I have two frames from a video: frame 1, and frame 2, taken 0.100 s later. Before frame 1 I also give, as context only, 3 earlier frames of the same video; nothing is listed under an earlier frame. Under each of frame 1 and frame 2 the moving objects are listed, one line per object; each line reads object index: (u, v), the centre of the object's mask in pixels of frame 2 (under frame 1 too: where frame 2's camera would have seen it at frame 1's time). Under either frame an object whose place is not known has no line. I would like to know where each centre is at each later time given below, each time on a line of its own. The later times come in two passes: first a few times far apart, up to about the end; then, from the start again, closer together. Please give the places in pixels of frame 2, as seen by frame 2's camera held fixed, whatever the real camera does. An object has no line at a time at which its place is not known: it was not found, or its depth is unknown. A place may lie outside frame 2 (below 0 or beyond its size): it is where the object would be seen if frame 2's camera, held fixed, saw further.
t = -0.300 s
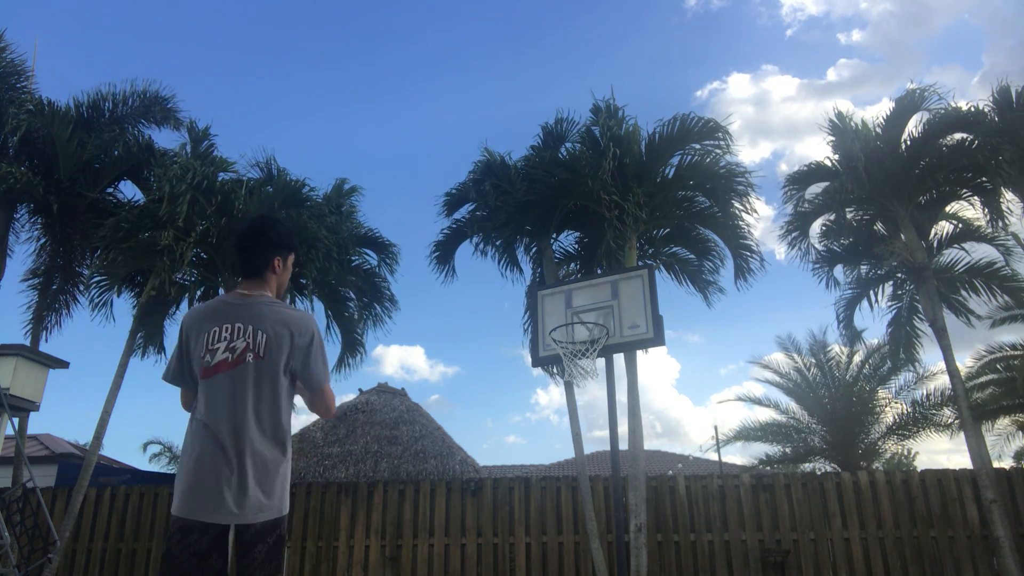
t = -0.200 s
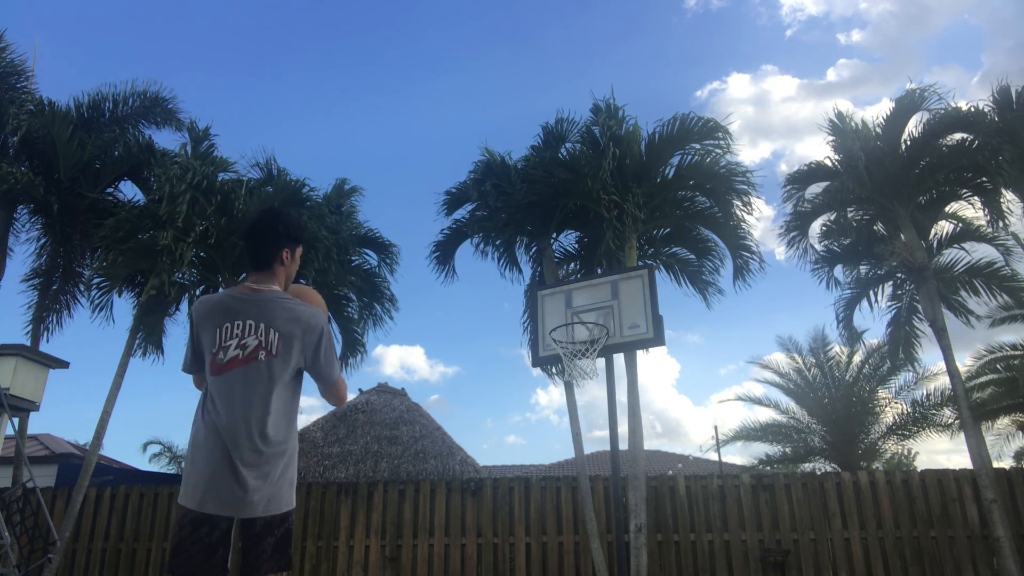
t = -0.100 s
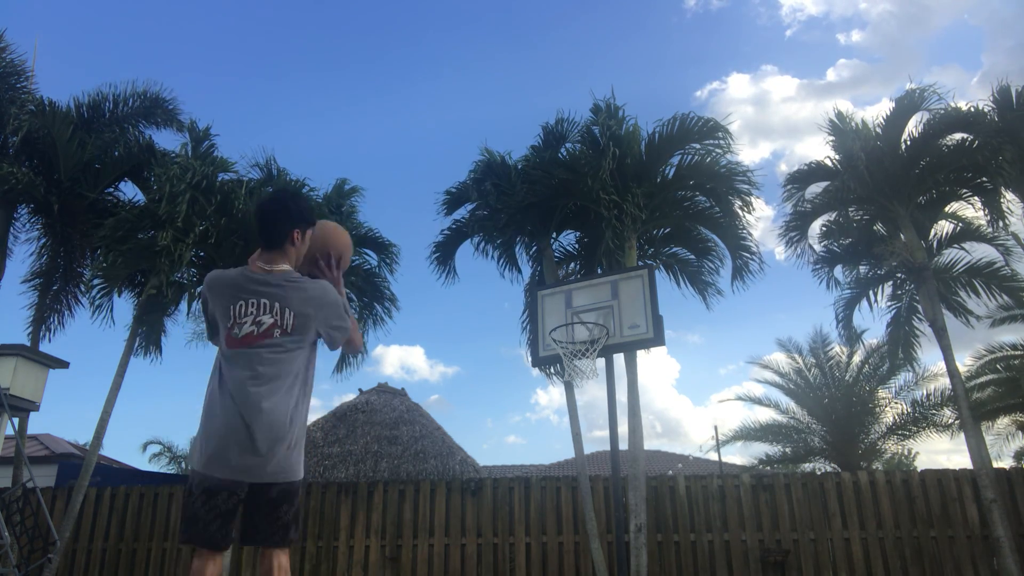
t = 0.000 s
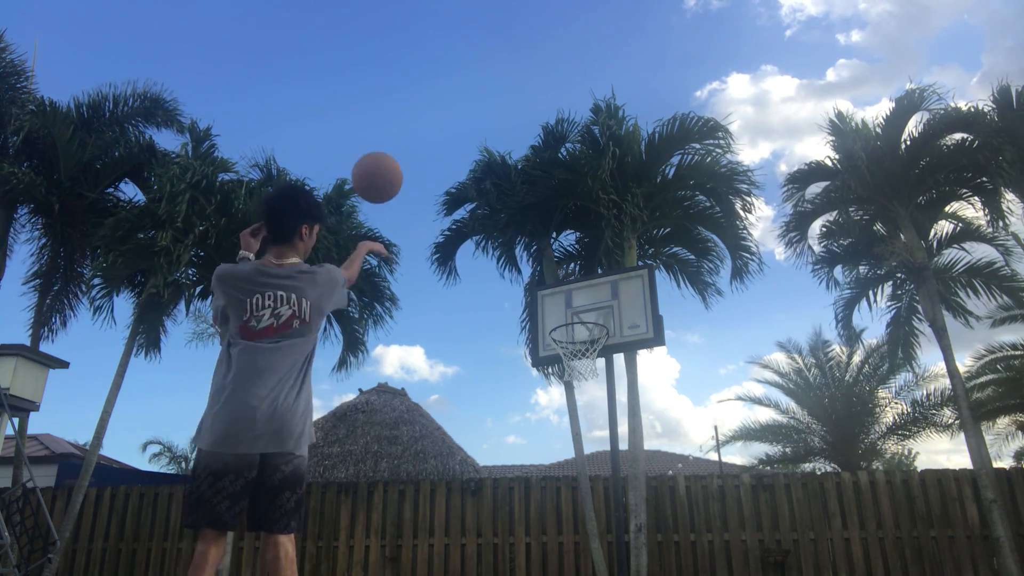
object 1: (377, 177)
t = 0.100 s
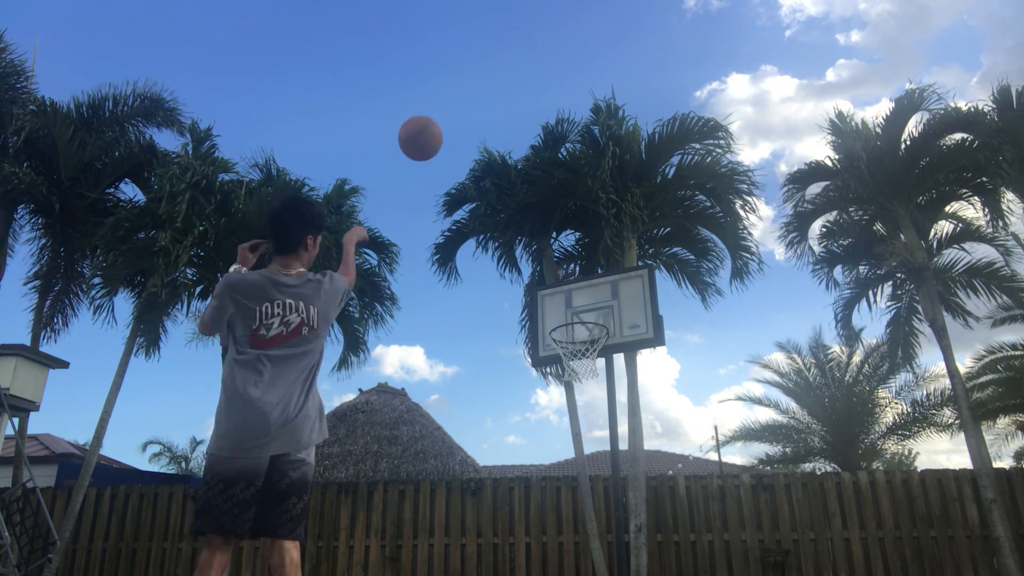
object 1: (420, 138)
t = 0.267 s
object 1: (471, 119)
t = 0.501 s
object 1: (520, 153)
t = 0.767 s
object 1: (566, 243)
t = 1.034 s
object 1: (572, 329)
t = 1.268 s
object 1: (577, 403)
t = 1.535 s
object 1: (595, 561)
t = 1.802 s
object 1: (603, 540)
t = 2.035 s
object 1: (605, 452)
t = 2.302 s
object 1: (612, 444)
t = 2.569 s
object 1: (626, 533)
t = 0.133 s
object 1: (432, 130)
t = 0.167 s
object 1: (443, 125)
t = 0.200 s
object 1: (453, 121)
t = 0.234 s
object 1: (462, 120)
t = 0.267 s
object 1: (471, 119)
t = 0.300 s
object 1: (479, 120)
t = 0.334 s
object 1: (486, 123)
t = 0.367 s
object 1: (494, 127)
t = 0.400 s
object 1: (501, 132)
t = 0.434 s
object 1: (508, 138)
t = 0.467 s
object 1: (514, 145)
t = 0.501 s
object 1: (520, 153)
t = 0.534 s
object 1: (527, 161)
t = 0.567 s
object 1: (533, 171)
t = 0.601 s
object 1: (538, 181)
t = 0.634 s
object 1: (544, 192)
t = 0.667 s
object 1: (550, 204)
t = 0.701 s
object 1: (555, 216)
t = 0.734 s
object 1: (560, 229)
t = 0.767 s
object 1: (566, 243)
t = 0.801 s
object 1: (571, 259)
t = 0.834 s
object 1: (576, 274)
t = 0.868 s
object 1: (581, 290)
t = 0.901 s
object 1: (580, 296)
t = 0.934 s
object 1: (577, 302)
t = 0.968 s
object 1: (575, 310)
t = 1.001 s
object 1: (573, 320)
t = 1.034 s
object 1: (572, 329)
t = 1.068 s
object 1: (569, 341)
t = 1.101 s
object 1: (570, 353)
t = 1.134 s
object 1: (572, 366)
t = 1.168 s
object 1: (572, 369)
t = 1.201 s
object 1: (574, 379)
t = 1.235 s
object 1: (575, 390)
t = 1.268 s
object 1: (577, 403)
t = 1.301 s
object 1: (579, 417)
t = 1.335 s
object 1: (581, 432)
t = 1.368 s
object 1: (583, 449)
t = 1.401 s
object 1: (586, 468)
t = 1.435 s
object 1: (588, 488)
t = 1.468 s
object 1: (590, 511)
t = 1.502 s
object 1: (593, 535)
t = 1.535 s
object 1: (595, 561)
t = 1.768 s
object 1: (603, 560)
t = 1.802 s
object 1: (603, 540)
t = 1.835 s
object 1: (603, 522)
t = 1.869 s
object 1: (603, 506)
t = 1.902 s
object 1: (604, 492)
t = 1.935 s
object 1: (604, 479)
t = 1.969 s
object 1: (604, 469)
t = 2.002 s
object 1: (604, 460)
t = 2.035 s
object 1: (605, 452)
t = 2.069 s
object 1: (605, 446)
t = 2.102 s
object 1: (606, 442)
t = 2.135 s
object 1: (607, 438)
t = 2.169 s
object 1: (608, 437)
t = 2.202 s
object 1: (609, 437)
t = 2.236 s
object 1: (610, 437)
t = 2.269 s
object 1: (611, 441)
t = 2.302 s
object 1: (612, 444)
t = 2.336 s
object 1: (613, 450)
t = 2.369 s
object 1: (615, 457)
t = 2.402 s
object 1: (616, 466)
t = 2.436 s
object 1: (618, 476)
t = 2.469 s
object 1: (620, 488)
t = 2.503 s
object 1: (622, 501)
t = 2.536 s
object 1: (623, 516)
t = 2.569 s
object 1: (626, 533)
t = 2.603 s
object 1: (628, 551)
